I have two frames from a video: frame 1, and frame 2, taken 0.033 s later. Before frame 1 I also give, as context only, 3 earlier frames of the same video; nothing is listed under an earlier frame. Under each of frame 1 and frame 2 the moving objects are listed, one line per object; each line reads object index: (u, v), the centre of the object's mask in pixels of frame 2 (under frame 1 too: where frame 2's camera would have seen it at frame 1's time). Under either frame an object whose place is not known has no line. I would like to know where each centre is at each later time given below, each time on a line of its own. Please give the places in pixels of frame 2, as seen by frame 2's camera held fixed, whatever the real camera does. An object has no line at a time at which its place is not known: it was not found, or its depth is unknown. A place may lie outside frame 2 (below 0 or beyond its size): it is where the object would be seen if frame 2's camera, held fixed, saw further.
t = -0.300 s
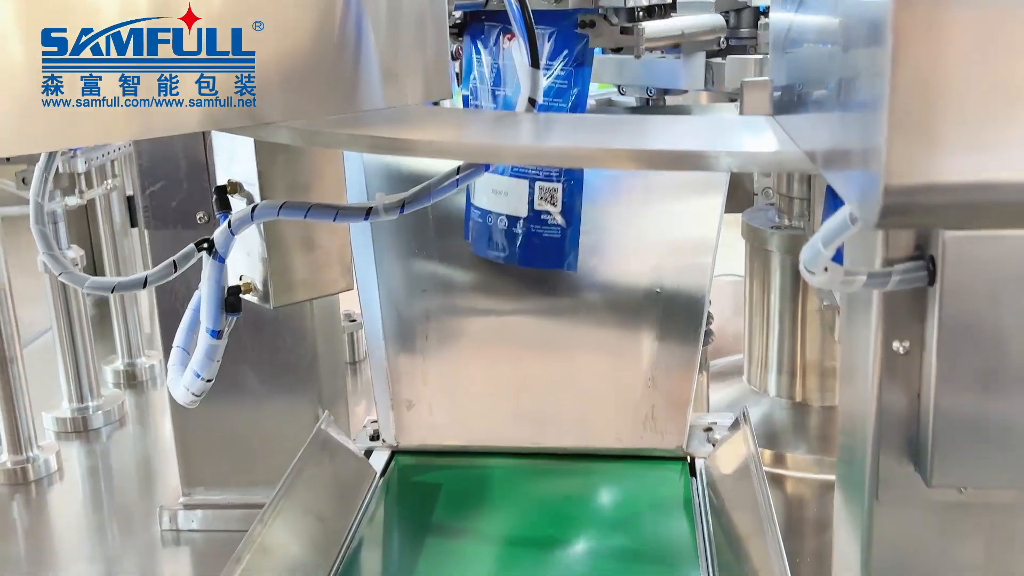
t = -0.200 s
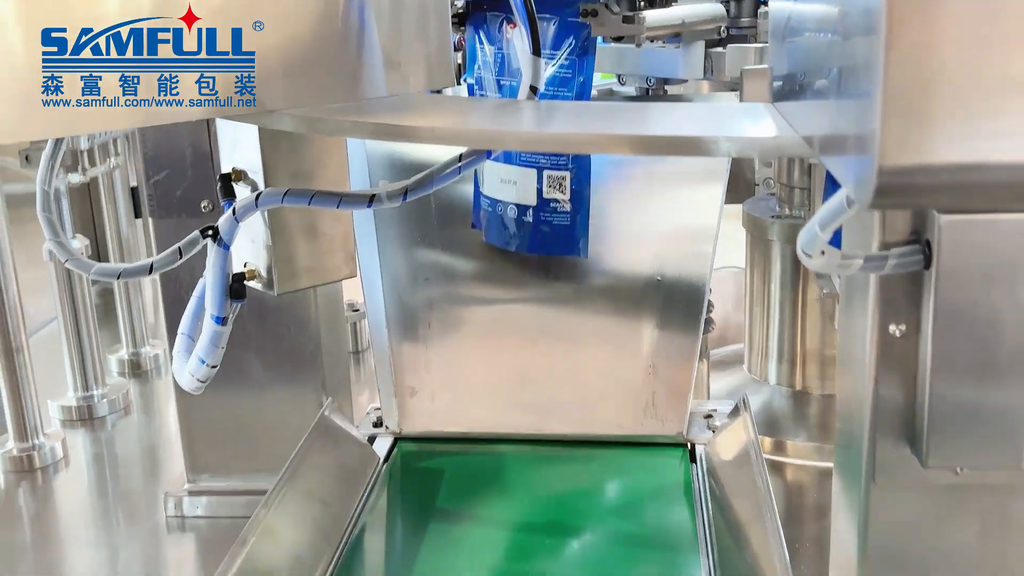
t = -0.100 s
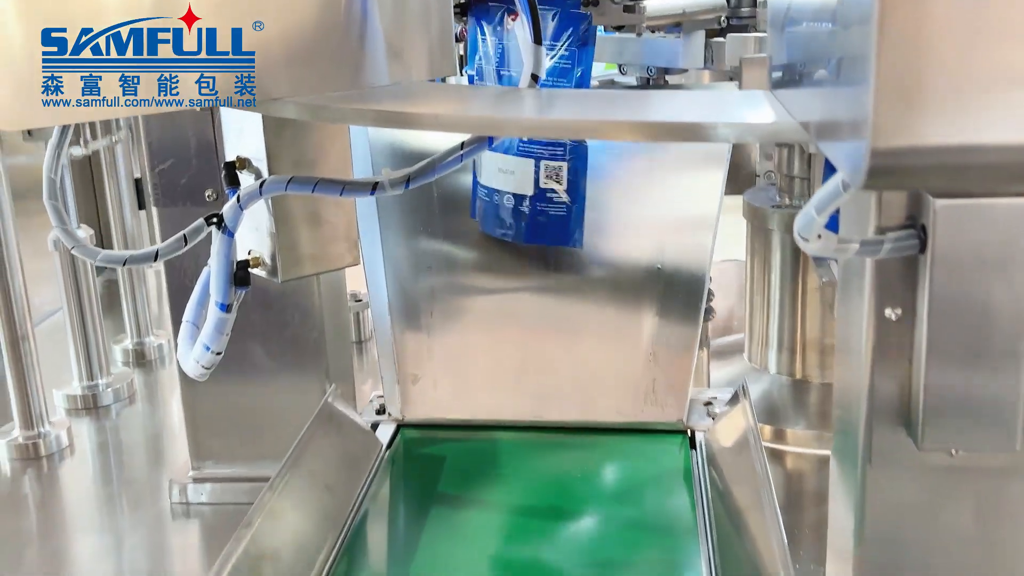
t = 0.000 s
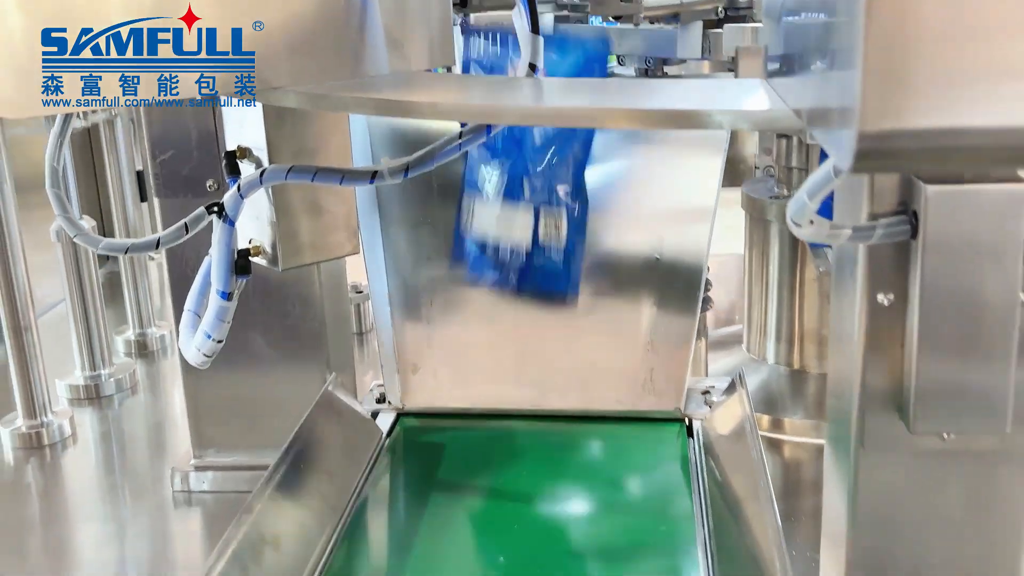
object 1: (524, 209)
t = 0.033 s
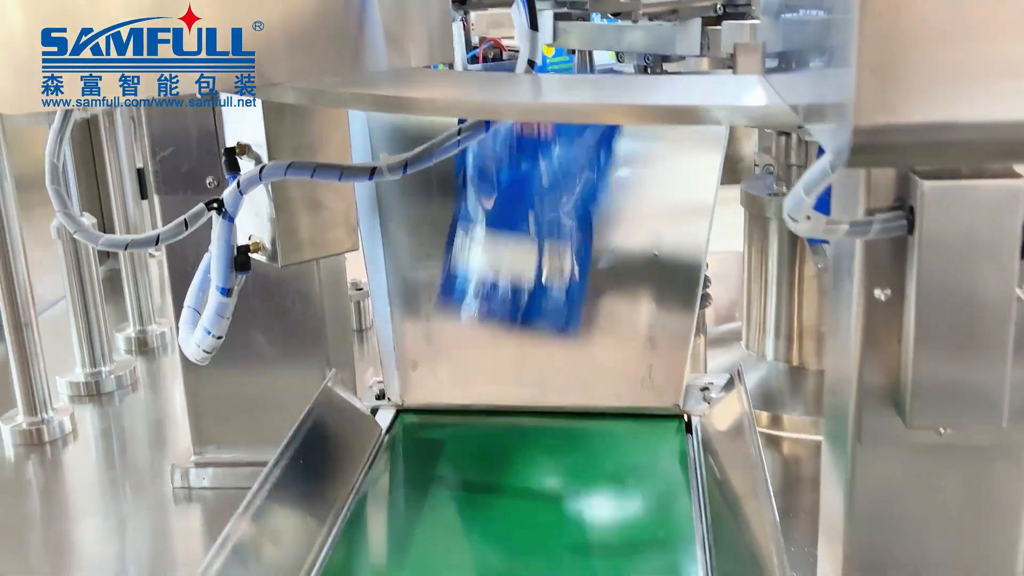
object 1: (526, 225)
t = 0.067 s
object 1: (527, 257)
